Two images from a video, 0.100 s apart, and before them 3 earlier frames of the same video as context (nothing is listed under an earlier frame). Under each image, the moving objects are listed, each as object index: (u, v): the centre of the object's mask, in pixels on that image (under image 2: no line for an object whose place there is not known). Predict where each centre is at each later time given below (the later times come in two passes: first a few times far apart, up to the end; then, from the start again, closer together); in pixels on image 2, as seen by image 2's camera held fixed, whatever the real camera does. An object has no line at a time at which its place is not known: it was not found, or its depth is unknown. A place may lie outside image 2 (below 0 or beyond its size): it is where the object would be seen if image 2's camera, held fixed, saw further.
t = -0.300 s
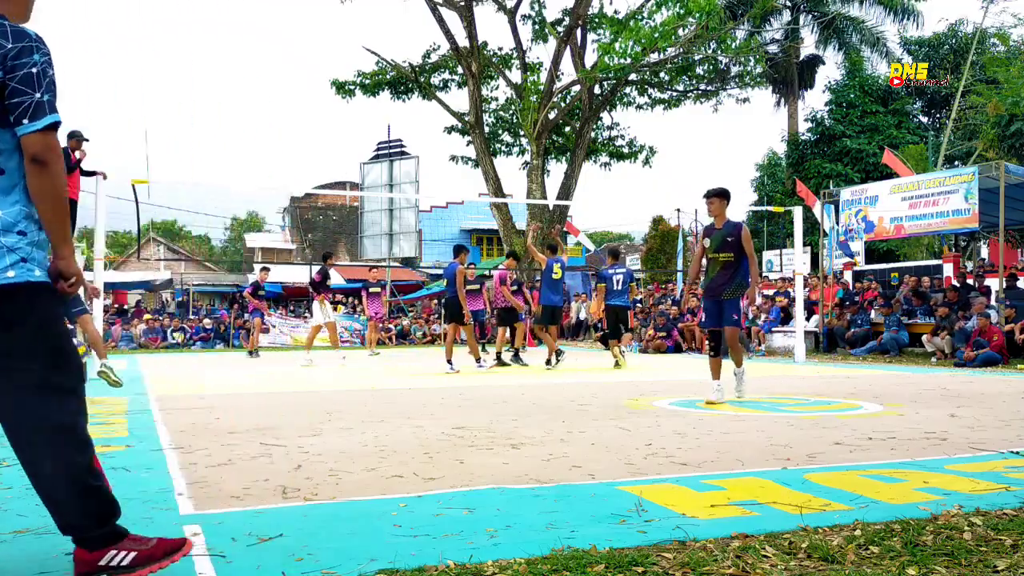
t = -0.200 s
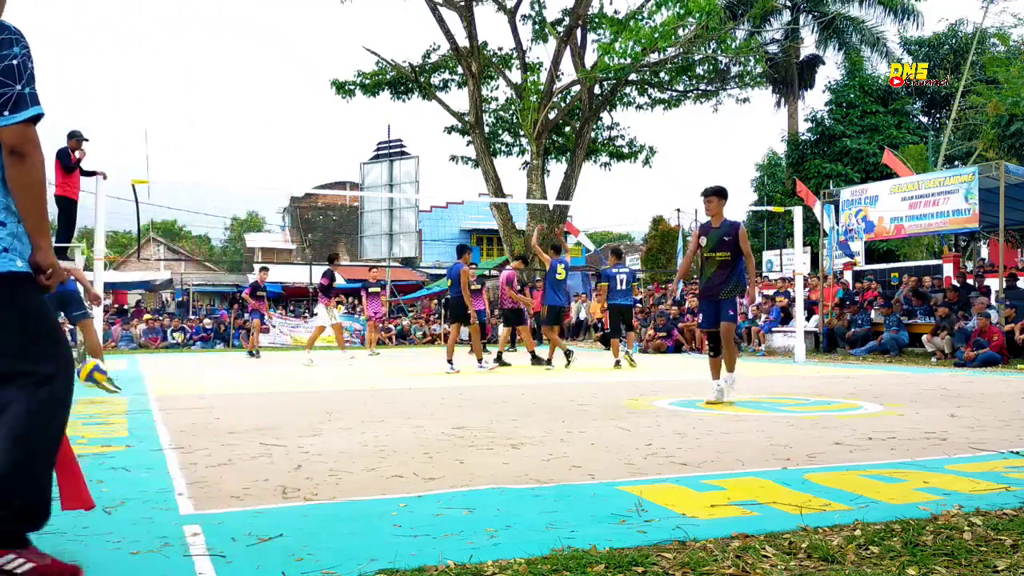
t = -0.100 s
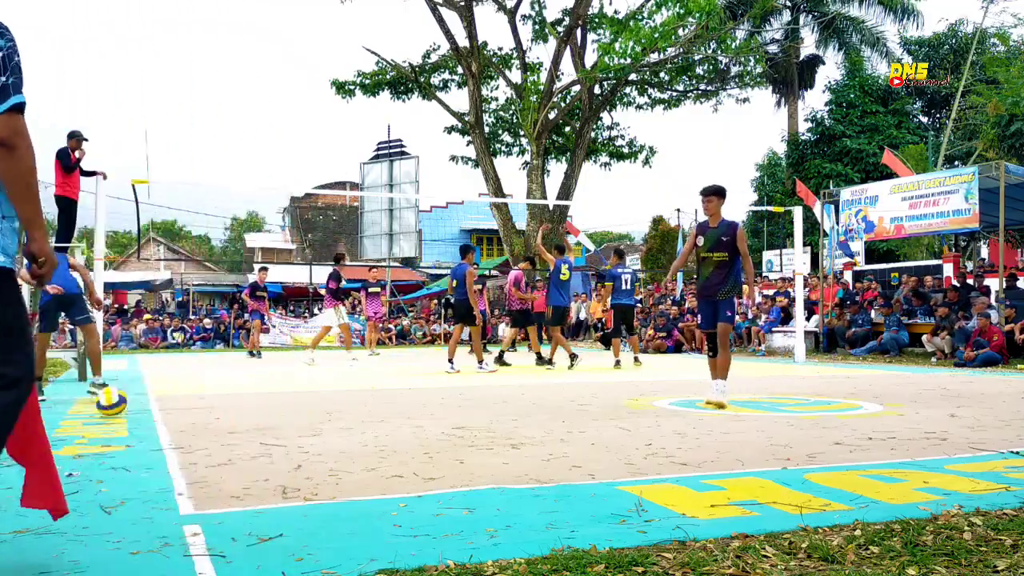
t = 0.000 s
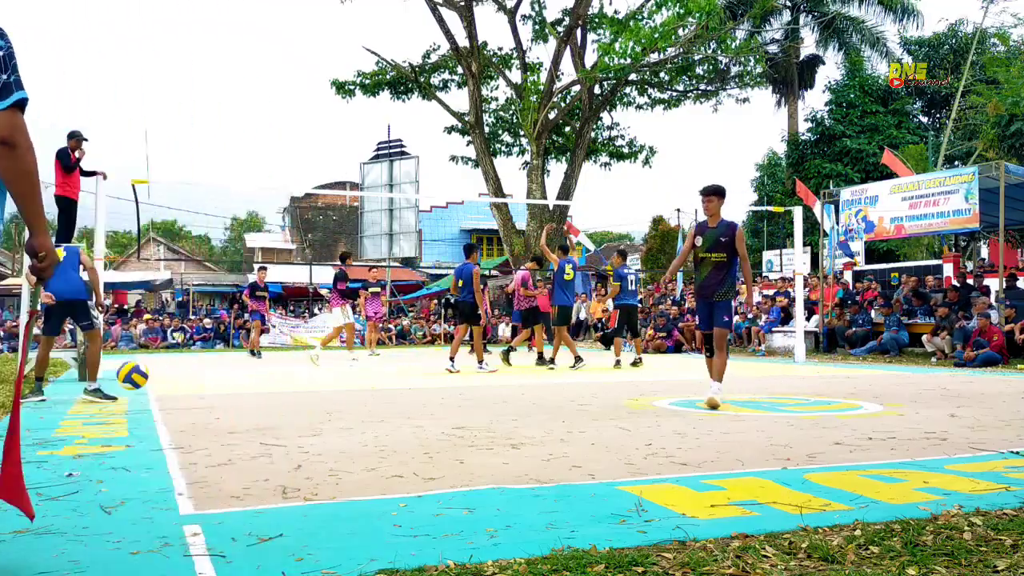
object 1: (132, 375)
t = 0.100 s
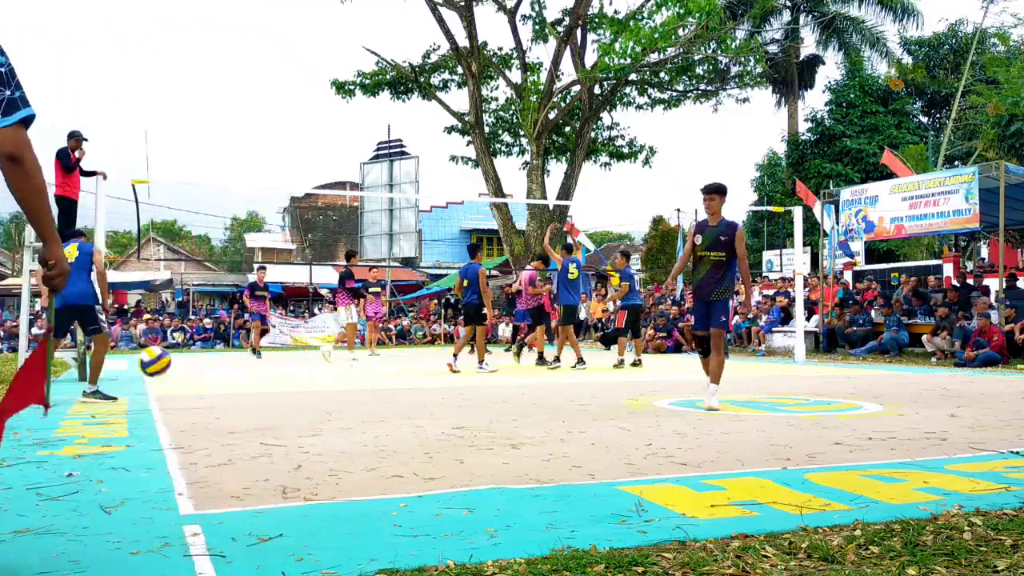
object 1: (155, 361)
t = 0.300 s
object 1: (203, 379)
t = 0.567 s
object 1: (274, 386)
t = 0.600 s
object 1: (283, 384)
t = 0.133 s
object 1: (162, 360)
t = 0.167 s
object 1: (170, 360)
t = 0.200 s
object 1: (178, 362)
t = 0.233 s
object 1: (186, 366)
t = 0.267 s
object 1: (194, 371)
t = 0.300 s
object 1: (203, 379)
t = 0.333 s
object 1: (210, 387)
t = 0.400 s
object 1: (228, 411)
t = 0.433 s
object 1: (236, 413)
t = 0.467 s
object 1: (246, 404)
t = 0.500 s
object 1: (255, 397)
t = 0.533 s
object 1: (264, 391)
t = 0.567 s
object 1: (274, 386)
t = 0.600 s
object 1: (283, 384)
